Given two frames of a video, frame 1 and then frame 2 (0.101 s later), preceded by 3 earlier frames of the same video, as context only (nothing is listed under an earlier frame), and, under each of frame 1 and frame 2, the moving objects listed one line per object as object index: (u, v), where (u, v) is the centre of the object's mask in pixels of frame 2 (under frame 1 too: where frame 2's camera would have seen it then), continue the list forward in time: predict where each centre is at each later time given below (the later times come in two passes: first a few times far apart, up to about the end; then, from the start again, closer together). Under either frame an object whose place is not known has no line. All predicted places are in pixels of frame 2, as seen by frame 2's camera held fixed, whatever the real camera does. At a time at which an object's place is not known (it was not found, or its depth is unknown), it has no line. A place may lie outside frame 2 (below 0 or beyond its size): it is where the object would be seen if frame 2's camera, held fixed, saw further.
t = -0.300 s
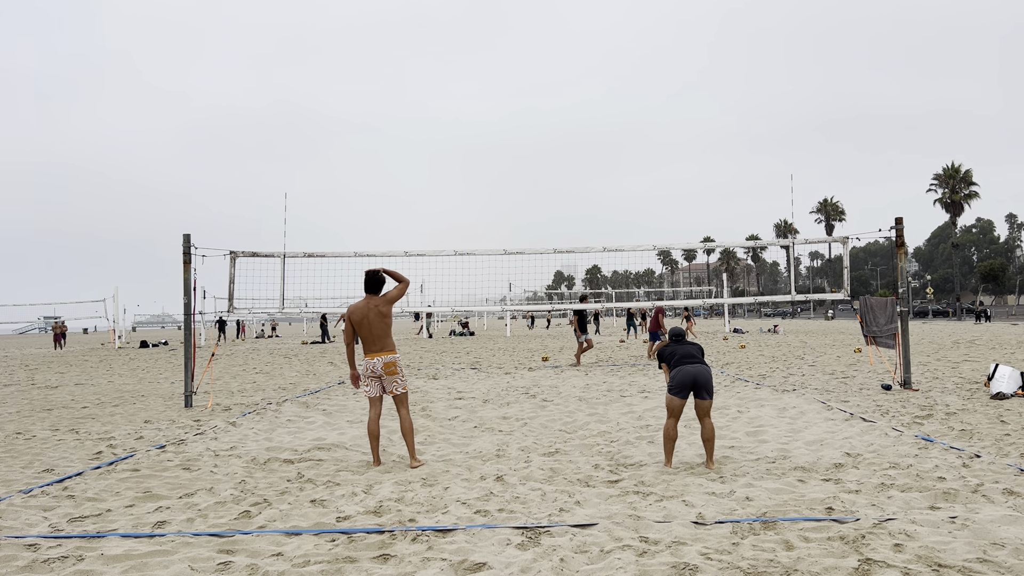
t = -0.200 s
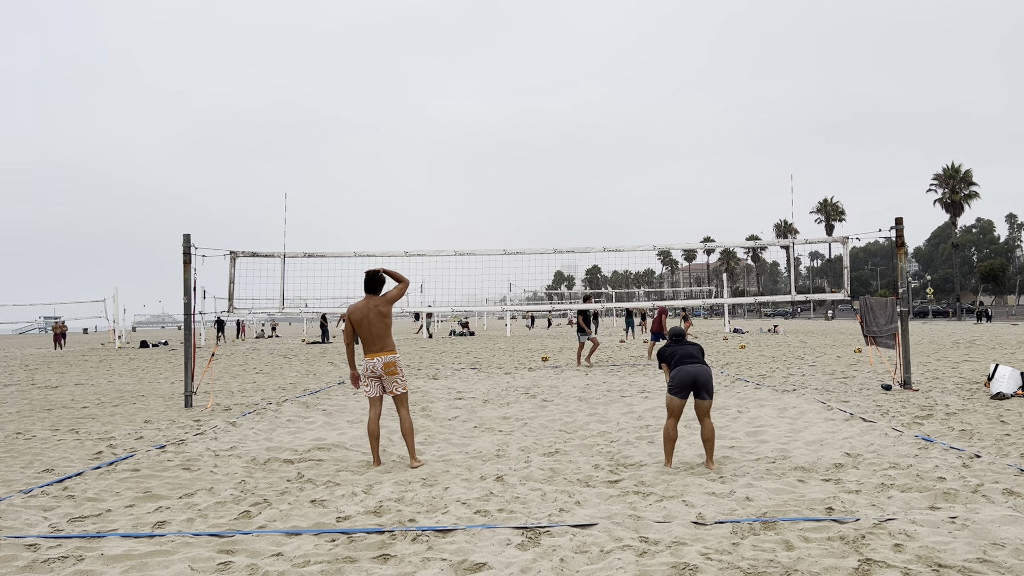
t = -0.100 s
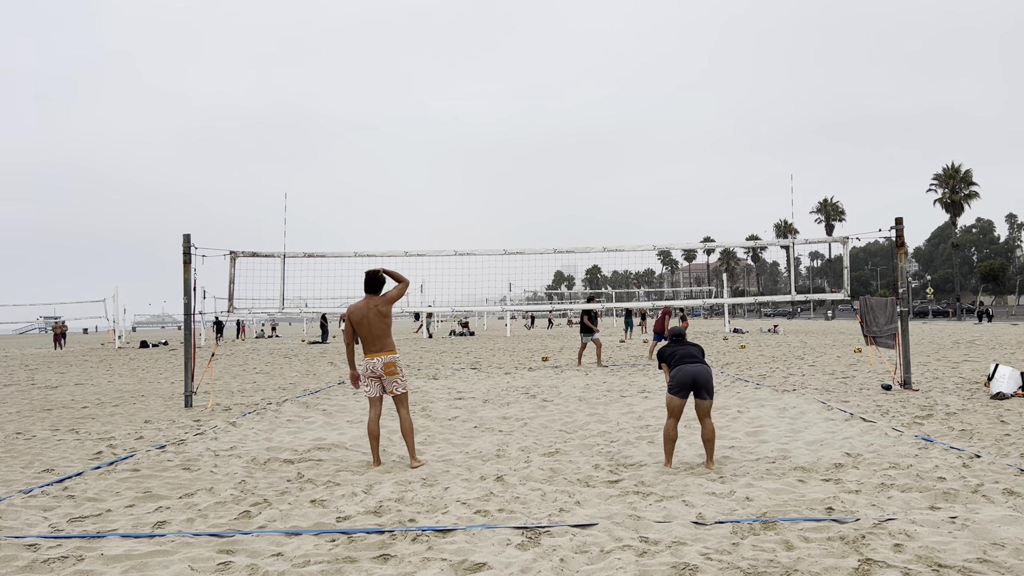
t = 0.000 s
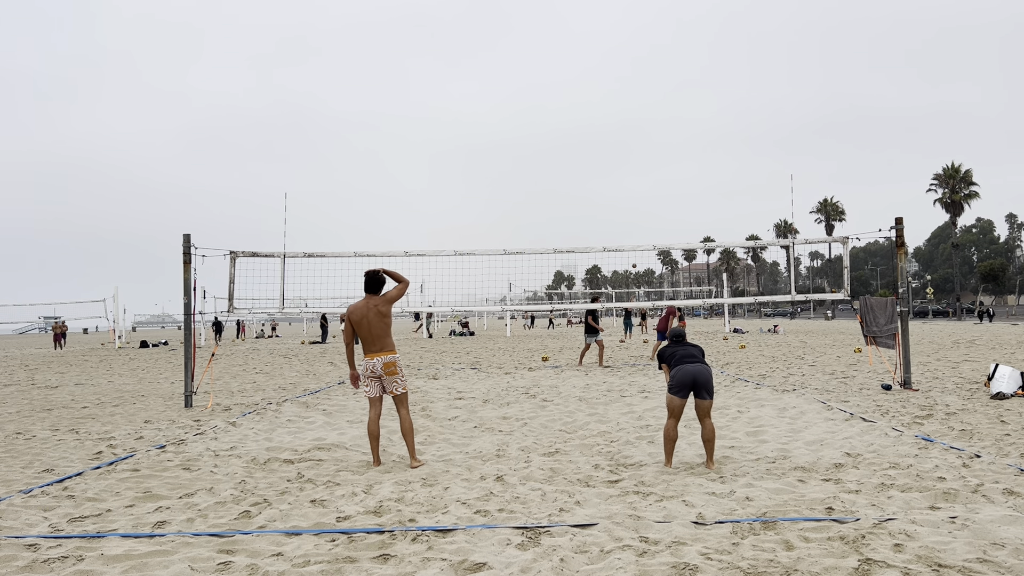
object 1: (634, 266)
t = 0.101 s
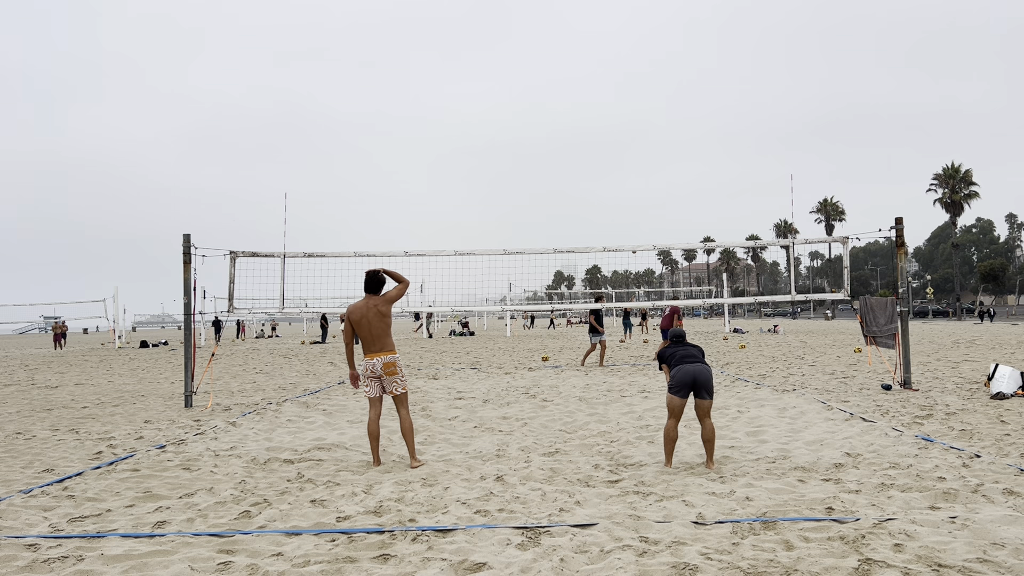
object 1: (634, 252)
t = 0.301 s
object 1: (633, 229)
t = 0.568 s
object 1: (635, 215)
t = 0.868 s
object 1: (636, 216)
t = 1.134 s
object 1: (638, 233)
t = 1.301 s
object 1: (640, 251)
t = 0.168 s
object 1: (634, 243)
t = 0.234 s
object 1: (634, 236)
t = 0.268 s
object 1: (634, 233)
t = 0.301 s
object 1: (633, 229)
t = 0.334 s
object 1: (634, 227)
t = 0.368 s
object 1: (634, 224)
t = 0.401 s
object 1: (634, 222)
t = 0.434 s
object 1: (634, 220)
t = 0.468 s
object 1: (634, 218)
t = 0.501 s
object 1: (634, 217)
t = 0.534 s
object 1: (634, 216)
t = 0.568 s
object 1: (635, 215)
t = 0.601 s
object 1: (635, 214)
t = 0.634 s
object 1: (635, 213)
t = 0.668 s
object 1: (635, 213)
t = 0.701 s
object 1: (635, 213)
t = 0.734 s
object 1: (635, 213)
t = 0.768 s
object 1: (635, 213)
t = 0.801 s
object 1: (635, 214)
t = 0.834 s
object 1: (636, 215)
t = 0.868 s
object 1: (636, 216)
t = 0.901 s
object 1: (636, 217)
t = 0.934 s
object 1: (636, 219)
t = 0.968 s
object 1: (637, 221)
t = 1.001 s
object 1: (637, 223)
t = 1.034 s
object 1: (637, 225)
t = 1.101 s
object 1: (638, 230)
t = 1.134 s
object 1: (638, 233)
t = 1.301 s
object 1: (640, 251)
